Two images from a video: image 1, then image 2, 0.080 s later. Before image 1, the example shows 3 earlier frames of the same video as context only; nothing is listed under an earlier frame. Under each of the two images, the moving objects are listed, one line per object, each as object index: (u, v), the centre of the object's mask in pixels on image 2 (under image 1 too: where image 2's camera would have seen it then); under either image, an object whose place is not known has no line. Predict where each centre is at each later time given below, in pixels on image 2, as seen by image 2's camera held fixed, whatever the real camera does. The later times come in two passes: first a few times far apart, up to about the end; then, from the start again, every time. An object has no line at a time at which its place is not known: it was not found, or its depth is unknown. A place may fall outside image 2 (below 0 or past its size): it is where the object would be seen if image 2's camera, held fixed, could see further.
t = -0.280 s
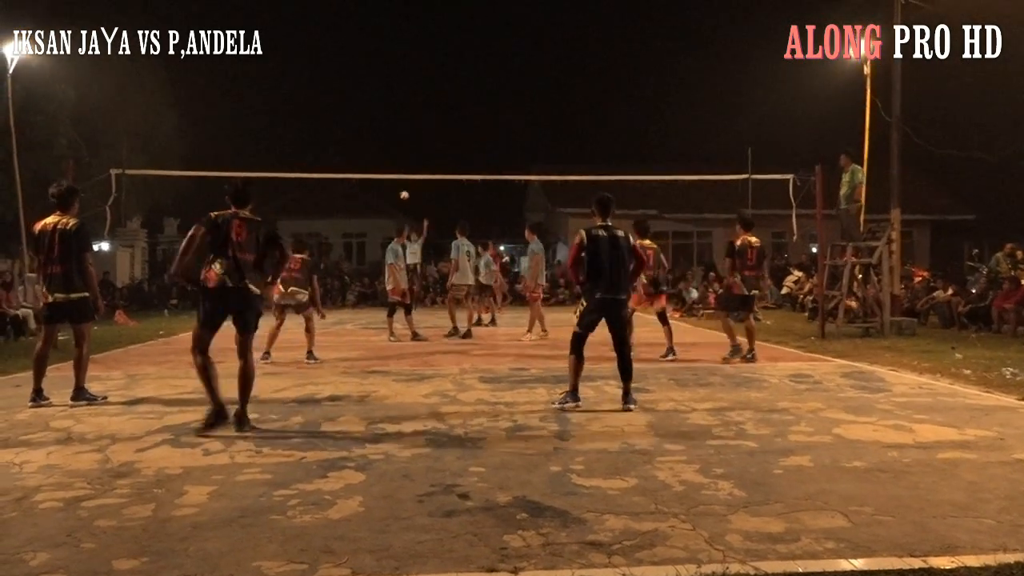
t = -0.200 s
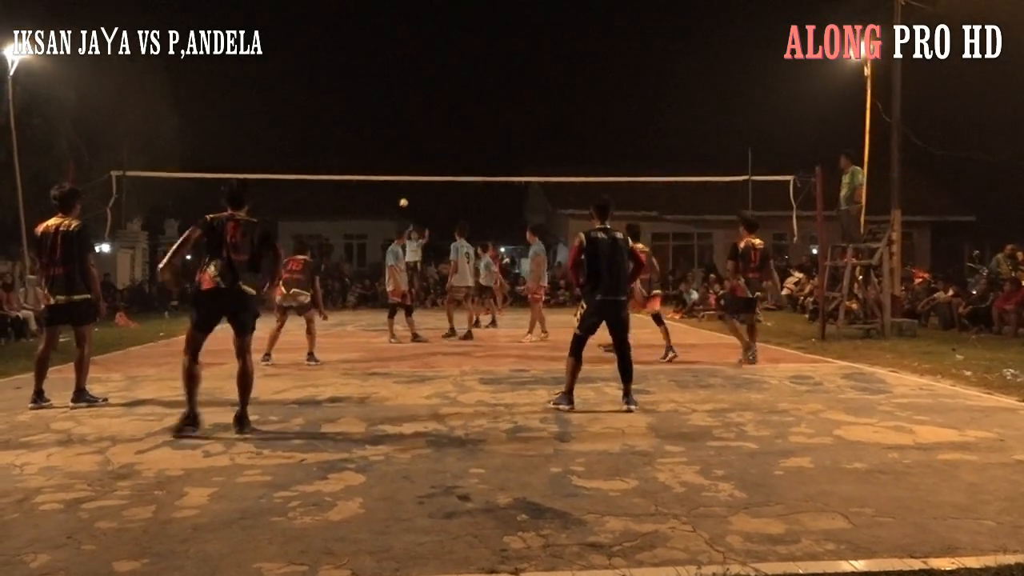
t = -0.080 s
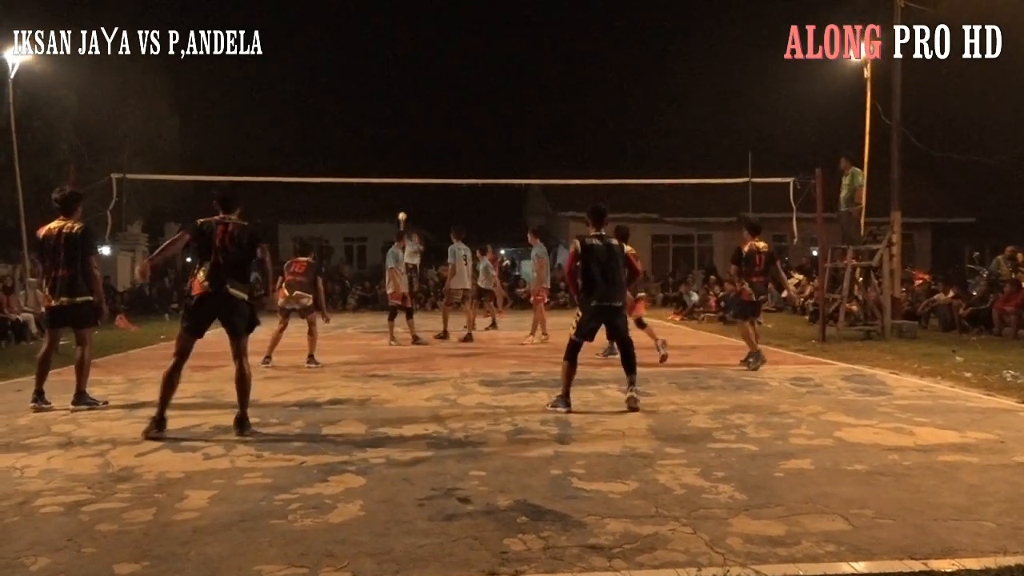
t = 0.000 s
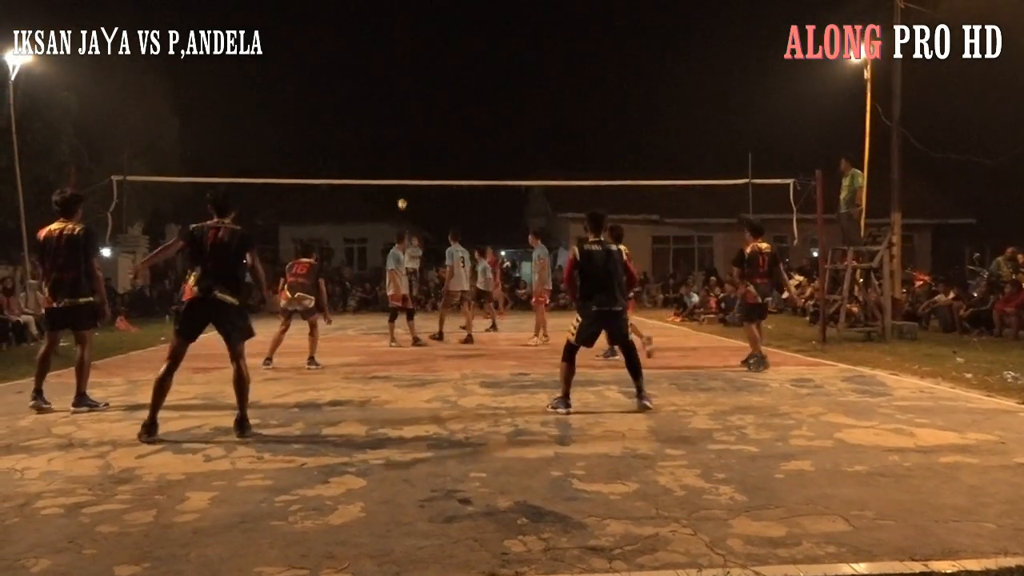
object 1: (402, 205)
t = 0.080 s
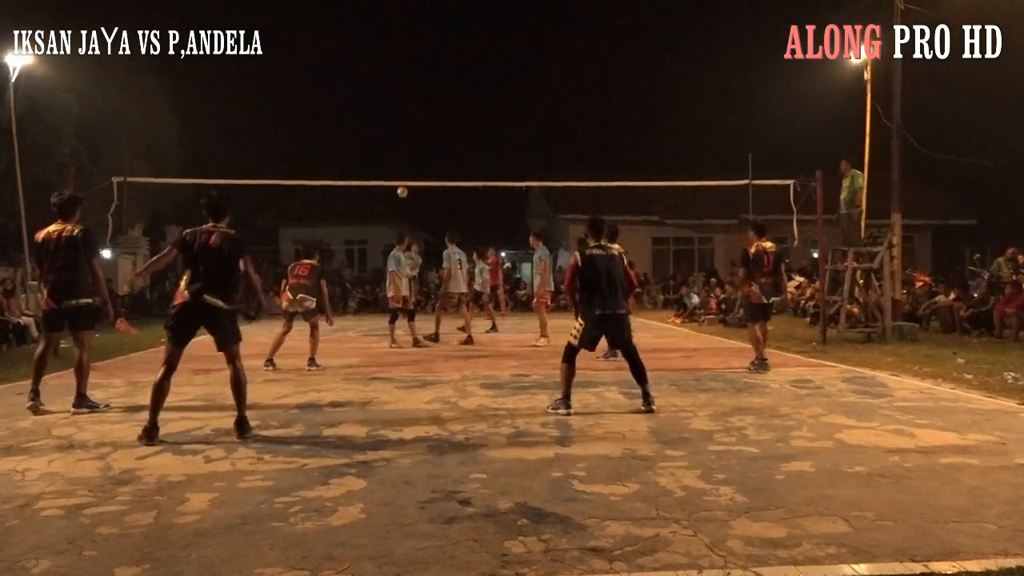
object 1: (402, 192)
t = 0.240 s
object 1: (400, 169)
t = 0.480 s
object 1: (399, 155)
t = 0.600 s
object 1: (401, 161)
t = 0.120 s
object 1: (402, 186)
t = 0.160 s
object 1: (401, 178)
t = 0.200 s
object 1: (399, 174)
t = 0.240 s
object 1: (400, 169)
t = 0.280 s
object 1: (399, 165)
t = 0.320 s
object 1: (399, 162)
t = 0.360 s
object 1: (399, 159)
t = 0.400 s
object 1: (399, 157)
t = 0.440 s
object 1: (399, 156)
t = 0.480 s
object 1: (399, 155)
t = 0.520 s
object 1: (399, 155)
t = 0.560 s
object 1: (400, 157)
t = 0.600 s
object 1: (401, 161)
